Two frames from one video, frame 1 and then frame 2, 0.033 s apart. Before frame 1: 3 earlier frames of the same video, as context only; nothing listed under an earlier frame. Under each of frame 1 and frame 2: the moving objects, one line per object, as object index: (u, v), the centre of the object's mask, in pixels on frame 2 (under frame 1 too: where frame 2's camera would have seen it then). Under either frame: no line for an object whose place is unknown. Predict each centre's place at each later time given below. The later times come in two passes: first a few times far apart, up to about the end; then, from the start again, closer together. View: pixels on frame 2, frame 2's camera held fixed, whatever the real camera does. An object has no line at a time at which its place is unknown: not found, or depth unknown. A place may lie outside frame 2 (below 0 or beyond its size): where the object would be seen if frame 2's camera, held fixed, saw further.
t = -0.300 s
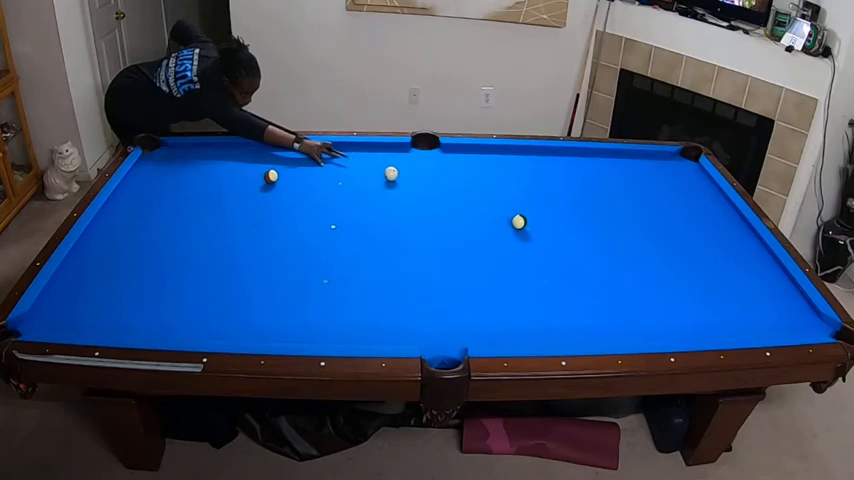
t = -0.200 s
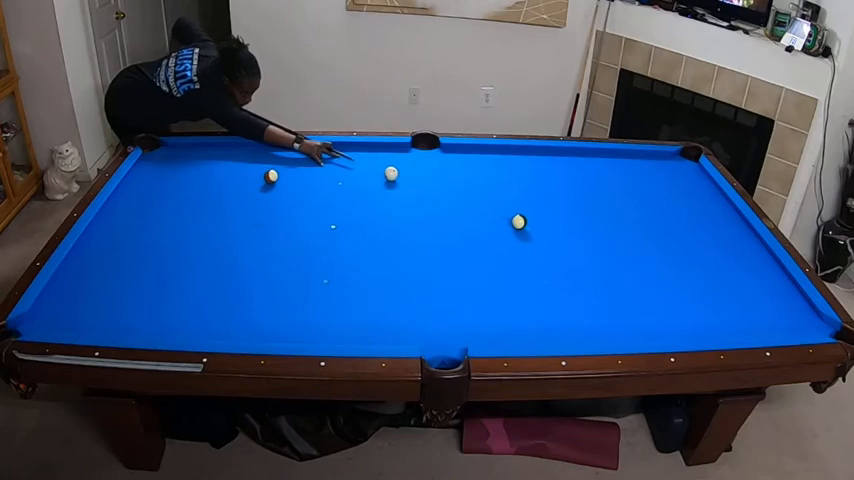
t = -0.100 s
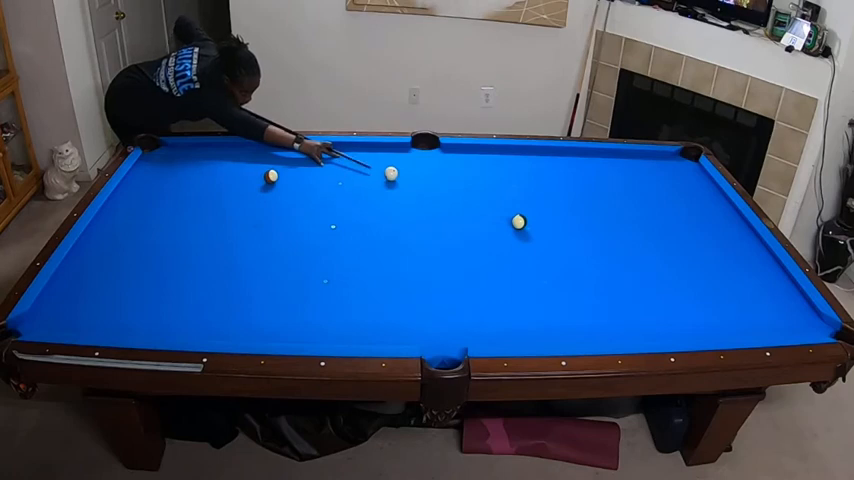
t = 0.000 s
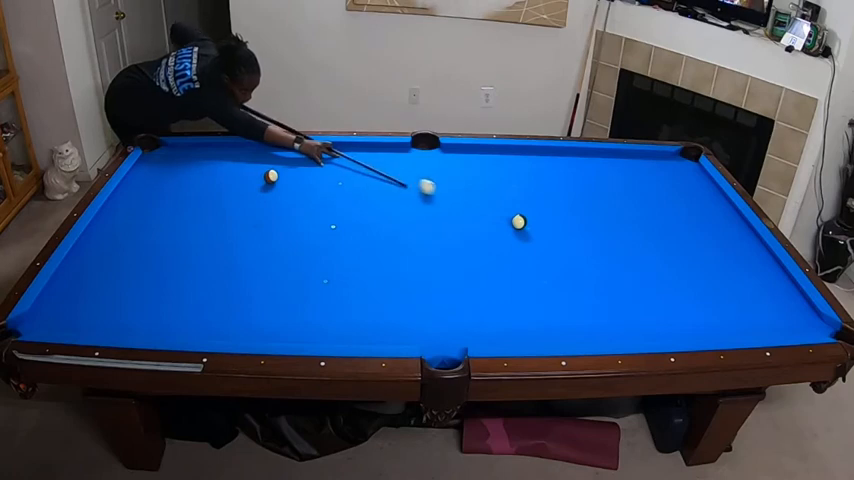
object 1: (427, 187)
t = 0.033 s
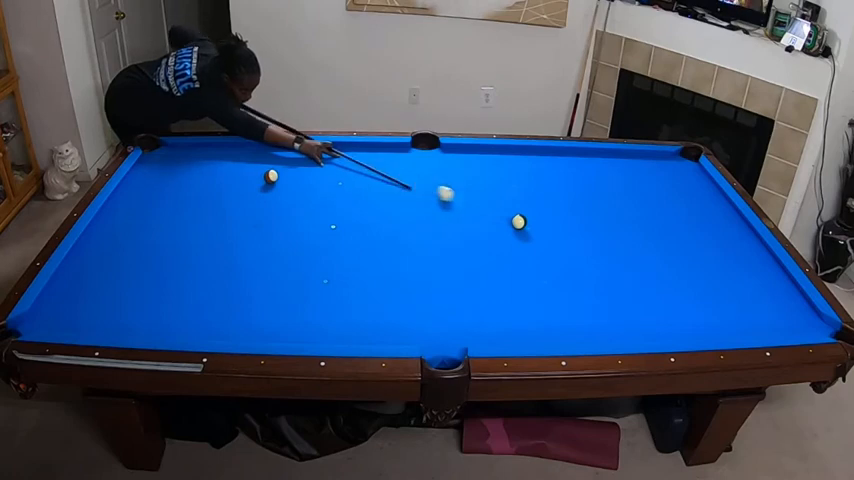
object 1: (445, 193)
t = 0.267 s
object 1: (502, 217)
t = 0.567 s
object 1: (494, 218)
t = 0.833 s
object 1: (489, 218)
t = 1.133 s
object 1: (485, 218)
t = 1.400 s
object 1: (484, 218)
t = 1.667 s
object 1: (484, 218)
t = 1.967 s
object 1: (484, 218)
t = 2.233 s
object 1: (484, 218)
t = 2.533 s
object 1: (484, 218)
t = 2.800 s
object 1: (484, 218)
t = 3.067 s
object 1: (484, 218)
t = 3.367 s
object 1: (484, 218)
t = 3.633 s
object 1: (484, 218)
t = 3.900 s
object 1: (484, 218)
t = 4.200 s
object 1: (484, 218)
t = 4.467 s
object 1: (484, 218)
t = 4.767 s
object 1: (484, 218)
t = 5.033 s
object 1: (484, 218)
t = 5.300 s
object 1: (484, 218)
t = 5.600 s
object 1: (484, 218)
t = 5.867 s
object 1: (484, 218)
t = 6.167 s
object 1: (484, 218)
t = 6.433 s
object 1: (484, 218)
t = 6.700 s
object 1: (484, 218)
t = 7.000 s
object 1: (484, 218)
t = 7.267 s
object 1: (484, 218)
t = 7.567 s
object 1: (484, 218)
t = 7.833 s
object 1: (484, 218)
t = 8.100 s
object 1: (484, 218)
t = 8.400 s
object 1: (484, 218)
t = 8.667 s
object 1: (484, 218)
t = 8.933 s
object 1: (484, 218)
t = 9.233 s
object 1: (484, 218)
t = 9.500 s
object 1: (484, 218)
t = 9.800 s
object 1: (484, 218)
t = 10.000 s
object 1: (484, 218)
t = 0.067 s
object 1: (464, 200)
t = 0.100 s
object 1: (482, 207)
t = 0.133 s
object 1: (500, 214)
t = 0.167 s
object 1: (505, 217)
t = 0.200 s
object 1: (504, 217)
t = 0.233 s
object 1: (503, 217)
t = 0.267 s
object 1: (502, 217)
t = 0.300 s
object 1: (501, 217)
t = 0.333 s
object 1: (500, 217)
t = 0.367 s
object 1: (499, 217)
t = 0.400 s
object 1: (498, 217)
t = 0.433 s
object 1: (497, 217)
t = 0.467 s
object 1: (497, 217)
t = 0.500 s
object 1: (496, 217)
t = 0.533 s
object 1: (495, 217)
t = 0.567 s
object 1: (494, 218)
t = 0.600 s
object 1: (493, 218)
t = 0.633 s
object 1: (493, 218)
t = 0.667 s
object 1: (492, 218)
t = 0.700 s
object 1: (491, 218)
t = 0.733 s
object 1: (491, 218)
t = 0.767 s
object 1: (490, 218)
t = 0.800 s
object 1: (490, 218)
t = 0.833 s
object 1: (489, 218)
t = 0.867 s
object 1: (488, 218)
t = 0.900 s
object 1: (488, 218)
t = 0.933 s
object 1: (487, 218)
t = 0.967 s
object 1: (487, 218)
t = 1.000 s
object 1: (487, 218)
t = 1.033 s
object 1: (486, 218)
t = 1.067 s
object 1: (486, 218)
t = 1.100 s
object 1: (486, 218)
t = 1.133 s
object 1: (485, 218)
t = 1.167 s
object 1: (485, 218)
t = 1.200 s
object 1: (485, 218)
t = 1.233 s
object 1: (485, 218)
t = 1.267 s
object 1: (485, 218)
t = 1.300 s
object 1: (485, 218)
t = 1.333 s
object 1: (484, 218)
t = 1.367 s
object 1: (484, 218)
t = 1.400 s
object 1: (484, 218)
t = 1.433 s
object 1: (484, 218)
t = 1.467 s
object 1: (484, 218)
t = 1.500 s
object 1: (484, 218)
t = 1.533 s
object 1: (484, 218)
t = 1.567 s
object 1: (484, 218)
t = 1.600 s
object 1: (484, 218)
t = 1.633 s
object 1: (484, 218)
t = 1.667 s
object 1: (484, 218)
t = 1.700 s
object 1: (484, 218)
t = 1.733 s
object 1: (484, 218)
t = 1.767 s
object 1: (484, 218)
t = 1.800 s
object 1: (484, 218)
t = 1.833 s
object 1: (484, 218)
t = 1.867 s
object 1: (484, 218)
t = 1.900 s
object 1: (484, 218)
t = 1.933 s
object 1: (484, 218)
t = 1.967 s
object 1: (484, 218)
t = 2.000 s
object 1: (484, 218)
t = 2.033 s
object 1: (484, 218)
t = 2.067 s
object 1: (484, 218)
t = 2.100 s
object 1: (484, 218)
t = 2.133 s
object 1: (484, 218)
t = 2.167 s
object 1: (484, 218)
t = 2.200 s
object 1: (484, 218)
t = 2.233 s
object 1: (484, 218)
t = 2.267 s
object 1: (484, 218)
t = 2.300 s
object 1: (484, 218)
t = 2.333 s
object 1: (484, 218)
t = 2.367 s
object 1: (484, 218)
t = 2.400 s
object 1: (484, 218)
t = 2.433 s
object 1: (484, 218)
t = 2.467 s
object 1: (484, 218)
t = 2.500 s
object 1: (484, 218)
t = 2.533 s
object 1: (484, 218)
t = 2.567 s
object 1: (484, 218)
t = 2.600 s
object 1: (484, 218)
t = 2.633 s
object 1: (484, 218)
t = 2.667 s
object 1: (484, 218)
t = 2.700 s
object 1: (484, 218)
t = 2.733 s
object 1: (484, 218)
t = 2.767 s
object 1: (484, 218)
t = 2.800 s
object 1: (484, 218)
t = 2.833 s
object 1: (484, 218)
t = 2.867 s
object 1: (484, 218)
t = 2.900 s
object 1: (484, 218)
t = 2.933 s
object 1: (484, 218)
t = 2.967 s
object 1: (484, 218)
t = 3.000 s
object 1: (484, 218)
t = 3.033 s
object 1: (484, 218)
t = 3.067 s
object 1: (484, 218)
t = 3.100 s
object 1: (484, 218)
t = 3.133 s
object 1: (484, 218)
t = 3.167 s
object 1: (484, 218)
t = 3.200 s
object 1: (484, 218)
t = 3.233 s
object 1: (484, 218)
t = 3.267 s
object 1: (484, 218)
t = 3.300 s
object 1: (484, 218)
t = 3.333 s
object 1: (484, 218)
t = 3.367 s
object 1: (484, 218)
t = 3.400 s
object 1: (484, 218)
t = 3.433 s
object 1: (484, 218)
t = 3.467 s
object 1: (484, 218)
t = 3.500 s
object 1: (484, 218)
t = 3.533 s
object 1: (484, 218)
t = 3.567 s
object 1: (484, 218)
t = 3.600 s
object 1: (484, 218)
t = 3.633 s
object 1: (484, 218)
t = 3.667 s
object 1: (484, 218)
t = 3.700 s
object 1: (484, 218)
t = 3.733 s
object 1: (484, 218)
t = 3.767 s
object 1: (484, 218)
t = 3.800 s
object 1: (484, 218)
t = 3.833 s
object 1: (484, 218)
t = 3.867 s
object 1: (484, 218)
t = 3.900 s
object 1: (484, 218)
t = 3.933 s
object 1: (484, 218)
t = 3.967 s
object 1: (484, 218)
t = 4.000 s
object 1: (484, 218)
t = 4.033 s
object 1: (484, 218)
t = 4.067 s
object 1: (484, 218)
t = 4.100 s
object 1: (484, 218)
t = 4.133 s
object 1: (484, 218)
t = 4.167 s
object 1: (484, 218)
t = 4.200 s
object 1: (484, 218)
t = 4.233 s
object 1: (484, 218)
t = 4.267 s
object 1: (484, 218)
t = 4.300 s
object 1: (484, 218)
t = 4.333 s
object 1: (484, 218)
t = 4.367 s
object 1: (484, 218)
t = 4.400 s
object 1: (484, 218)
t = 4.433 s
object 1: (484, 218)
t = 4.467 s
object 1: (484, 218)
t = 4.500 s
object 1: (484, 218)
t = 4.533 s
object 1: (484, 218)
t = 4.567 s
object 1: (484, 218)
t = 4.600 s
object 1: (484, 218)
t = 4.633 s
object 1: (484, 218)
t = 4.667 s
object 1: (484, 218)
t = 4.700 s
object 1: (484, 218)
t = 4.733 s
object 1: (484, 218)
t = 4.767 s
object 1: (484, 218)
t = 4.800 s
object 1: (484, 218)
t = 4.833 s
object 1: (484, 218)
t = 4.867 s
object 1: (484, 218)
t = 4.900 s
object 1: (484, 218)
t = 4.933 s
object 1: (484, 218)
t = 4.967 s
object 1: (484, 218)
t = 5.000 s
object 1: (484, 218)
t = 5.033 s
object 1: (484, 218)
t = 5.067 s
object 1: (484, 218)
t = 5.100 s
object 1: (484, 218)
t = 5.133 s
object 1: (484, 218)
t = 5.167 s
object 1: (484, 218)
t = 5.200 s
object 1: (484, 218)
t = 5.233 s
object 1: (484, 218)
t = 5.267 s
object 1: (484, 218)
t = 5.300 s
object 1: (484, 218)
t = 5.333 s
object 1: (484, 218)
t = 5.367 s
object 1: (484, 218)
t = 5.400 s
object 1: (484, 218)
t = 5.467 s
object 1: (484, 218)
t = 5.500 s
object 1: (484, 218)
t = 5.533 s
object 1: (484, 218)
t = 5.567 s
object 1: (484, 218)
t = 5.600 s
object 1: (484, 218)
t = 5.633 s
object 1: (484, 218)
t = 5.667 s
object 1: (484, 218)
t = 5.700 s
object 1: (484, 218)
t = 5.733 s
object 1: (484, 218)
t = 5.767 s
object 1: (484, 218)
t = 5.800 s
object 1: (484, 218)
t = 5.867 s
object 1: (484, 218)
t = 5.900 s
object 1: (484, 218)
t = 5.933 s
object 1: (484, 218)
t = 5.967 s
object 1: (484, 218)
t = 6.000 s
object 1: (484, 218)
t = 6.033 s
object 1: (484, 218)
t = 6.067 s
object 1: (484, 218)
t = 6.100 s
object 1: (484, 218)
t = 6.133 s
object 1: (484, 218)
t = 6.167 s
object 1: (484, 218)
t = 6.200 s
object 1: (484, 218)
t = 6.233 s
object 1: (484, 218)
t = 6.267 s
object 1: (484, 218)
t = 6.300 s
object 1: (484, 218)
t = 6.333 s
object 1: (484, 218)
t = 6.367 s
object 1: (484, 218)
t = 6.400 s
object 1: (484, 218)
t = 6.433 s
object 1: (484, 218)
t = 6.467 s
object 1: (484, 218)
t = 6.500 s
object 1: (484, 218)
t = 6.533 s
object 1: (484, 218)
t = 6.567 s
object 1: (484, 218)
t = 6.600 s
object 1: (484, 218)
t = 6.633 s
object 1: (484, 218)
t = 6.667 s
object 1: (484, 218)
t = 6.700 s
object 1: (484, 218)
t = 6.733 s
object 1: (484, 218)
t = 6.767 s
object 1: (484, 218)
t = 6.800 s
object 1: (484, 218)
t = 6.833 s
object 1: (484, 218)
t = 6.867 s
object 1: (484, 218)
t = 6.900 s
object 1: (484, 218)
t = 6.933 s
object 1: (484, 218)
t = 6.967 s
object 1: (484, 218)
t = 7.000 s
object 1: (484, 218)
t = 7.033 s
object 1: (484, 218)
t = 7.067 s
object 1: (484, 218)
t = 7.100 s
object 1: (484, 218)
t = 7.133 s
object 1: (484, 218)
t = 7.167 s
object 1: (484, 218)
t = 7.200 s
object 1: (484, 218)
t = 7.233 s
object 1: (484, 218)
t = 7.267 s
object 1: (484, 218)
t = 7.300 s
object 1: (484, 218)
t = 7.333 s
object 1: (484, 218)
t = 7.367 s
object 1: (484, 218)
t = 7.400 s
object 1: (484, 218)
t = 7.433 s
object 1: (484, 218)
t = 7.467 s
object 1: (484, 218)
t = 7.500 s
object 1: (484, 218)
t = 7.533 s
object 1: (484, 218)
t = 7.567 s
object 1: (484, 218)
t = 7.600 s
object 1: (484, 218)
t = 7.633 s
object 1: (484, 218)
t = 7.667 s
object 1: (484, 218)
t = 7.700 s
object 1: (484, 218)
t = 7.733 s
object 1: (484, 218)
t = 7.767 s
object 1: (484, 218)
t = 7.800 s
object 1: (484, 218)
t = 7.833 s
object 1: (484, 218)
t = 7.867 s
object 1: (484, 218)
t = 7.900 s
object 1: (484, 218)
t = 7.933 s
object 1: (484, 218)
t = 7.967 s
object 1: (484, 218)
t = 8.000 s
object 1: (484, 218)
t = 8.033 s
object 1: (484, 218)
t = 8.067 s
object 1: (484, 218)
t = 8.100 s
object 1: (484, 218)
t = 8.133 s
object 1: (484, 218)
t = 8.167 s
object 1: (484, 218)
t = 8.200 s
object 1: (484, 218)
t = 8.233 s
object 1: (484, 218)
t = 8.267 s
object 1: (484, 218)
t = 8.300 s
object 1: (484, 218)
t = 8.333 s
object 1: (484, 218)
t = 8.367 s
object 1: (484, 218)
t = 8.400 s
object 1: (484, 218)
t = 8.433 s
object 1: (484, 218)
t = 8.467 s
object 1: (484, 218)
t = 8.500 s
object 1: (484, 218)
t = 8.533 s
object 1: (484, 218)
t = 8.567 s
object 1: (484, 218)
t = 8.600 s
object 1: (484, 218)
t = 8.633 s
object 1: (484, 218)
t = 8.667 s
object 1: (484, 218)
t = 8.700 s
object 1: (484, 218)
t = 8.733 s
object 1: (484, 218)
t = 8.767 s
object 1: (484, 218)
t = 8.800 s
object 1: (484, 218)
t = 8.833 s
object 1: (484, 218)
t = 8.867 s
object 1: (484, 218)
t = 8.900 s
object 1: (484, 218)
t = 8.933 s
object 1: (484, 218)
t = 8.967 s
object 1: (484, 218)
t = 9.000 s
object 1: (484, 218)
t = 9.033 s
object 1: (484, 218)
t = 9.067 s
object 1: (484, 218)
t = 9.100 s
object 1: (484, 218)
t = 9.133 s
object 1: (484, 218)
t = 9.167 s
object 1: (484, 218)
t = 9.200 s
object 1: (484, 218)
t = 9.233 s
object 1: (484, 218)
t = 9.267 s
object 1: (484, 218)
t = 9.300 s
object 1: (484, 218)
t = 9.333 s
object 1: (484, 218)
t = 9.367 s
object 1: (484, 218)
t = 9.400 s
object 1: (484, 218)
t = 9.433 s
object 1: (484, 218)
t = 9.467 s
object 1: (484, 218)
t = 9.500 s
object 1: (484, 218)
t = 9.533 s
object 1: (484, 218)
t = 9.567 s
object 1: (484, 218)
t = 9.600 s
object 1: (484, 218)
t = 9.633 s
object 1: (484, 218)
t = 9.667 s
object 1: (484, 218)
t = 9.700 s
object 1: (484, 218)
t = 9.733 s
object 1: (484, 218)
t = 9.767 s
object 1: (484, 218)
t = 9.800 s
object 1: (484, 218)
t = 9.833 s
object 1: (484, 218)
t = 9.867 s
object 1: (484, 218)
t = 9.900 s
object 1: (484, 218)
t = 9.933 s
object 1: (484, 218)
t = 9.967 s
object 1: (484, 218)
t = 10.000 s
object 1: (484, 218)
